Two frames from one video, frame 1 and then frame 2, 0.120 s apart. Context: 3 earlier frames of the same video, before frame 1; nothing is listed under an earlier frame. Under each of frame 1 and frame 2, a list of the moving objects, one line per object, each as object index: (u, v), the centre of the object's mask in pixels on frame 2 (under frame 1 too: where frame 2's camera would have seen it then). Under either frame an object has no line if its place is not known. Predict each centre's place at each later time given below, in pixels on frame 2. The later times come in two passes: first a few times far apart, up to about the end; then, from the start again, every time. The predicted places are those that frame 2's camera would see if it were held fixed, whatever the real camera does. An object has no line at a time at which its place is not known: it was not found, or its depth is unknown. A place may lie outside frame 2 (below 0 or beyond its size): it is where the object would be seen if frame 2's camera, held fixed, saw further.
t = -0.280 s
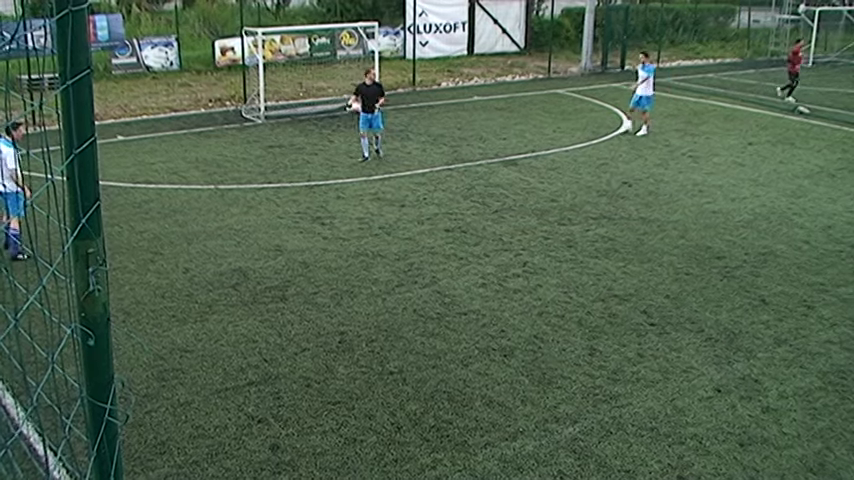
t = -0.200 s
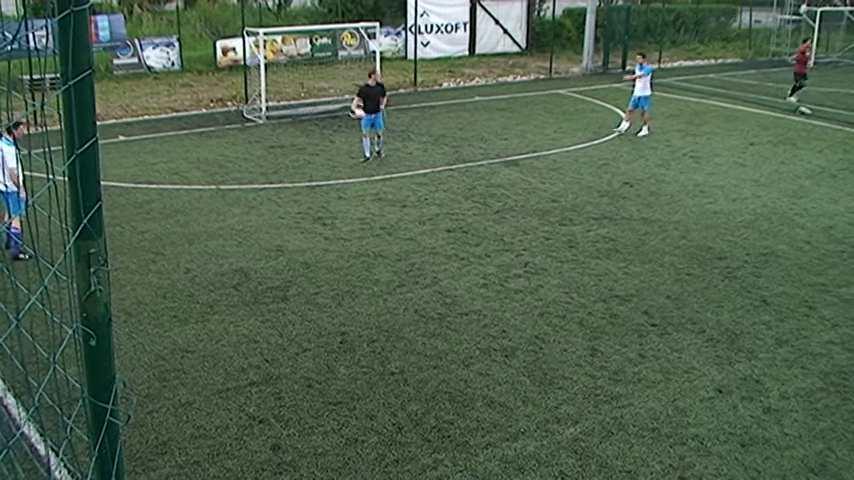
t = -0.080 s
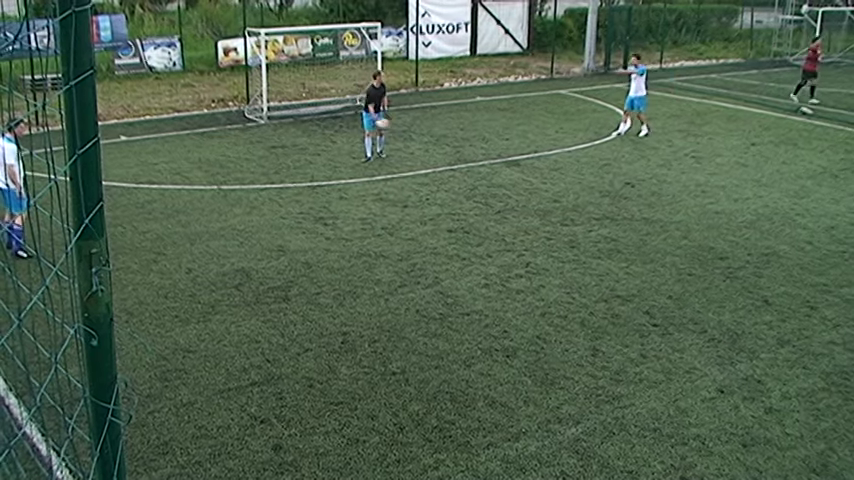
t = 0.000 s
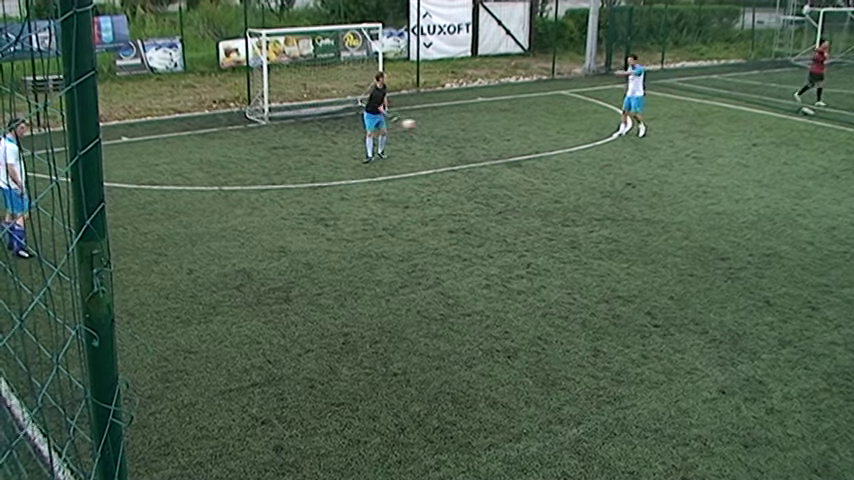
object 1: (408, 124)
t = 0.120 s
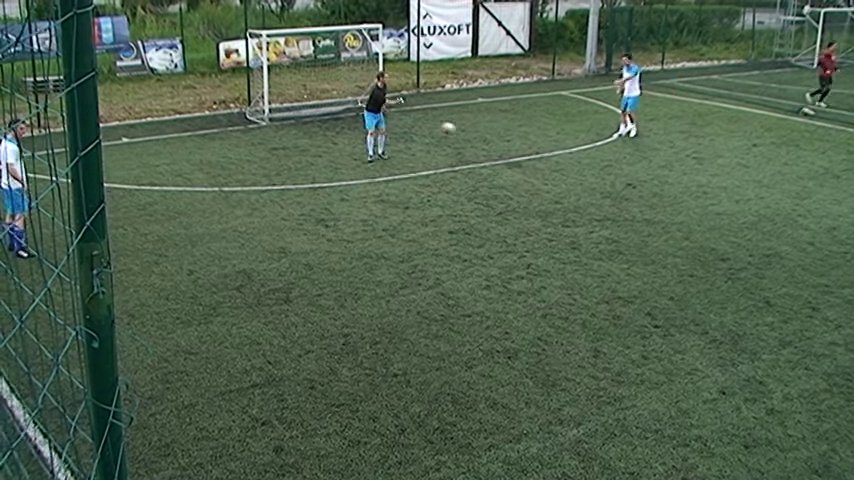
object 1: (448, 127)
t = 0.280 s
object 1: (498, 141)
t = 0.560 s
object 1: (557, 130)
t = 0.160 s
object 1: (461, 130)
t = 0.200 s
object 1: (473, 133)
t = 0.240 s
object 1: (485, 136)
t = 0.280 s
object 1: (498, 141)
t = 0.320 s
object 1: (509, 147)
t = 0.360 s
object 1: (518, 143)
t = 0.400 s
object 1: (525, 139)
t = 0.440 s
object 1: (534, 136)
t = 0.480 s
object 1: (541, 133)
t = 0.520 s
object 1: (550, 131)
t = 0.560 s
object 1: (557, 130)
